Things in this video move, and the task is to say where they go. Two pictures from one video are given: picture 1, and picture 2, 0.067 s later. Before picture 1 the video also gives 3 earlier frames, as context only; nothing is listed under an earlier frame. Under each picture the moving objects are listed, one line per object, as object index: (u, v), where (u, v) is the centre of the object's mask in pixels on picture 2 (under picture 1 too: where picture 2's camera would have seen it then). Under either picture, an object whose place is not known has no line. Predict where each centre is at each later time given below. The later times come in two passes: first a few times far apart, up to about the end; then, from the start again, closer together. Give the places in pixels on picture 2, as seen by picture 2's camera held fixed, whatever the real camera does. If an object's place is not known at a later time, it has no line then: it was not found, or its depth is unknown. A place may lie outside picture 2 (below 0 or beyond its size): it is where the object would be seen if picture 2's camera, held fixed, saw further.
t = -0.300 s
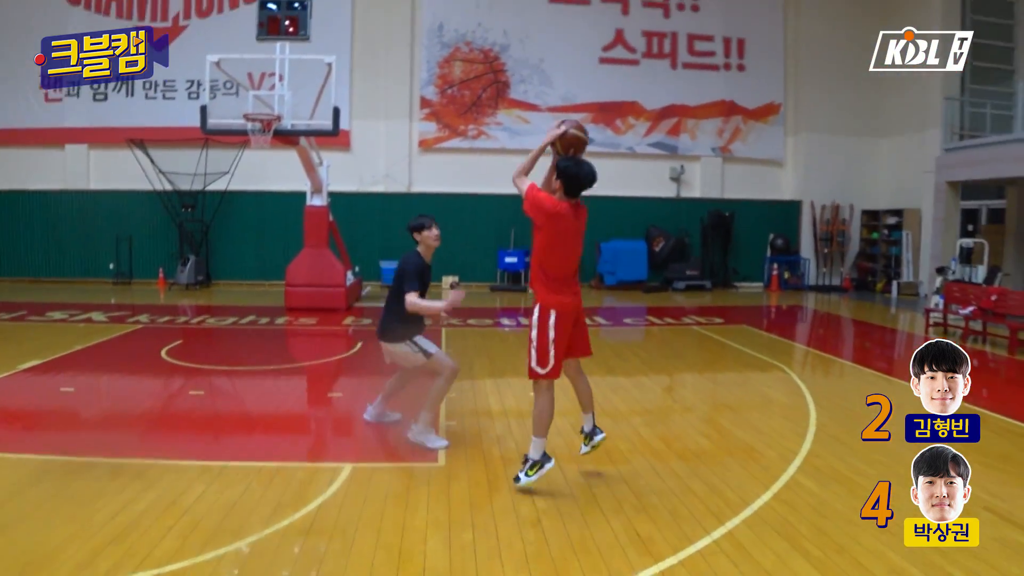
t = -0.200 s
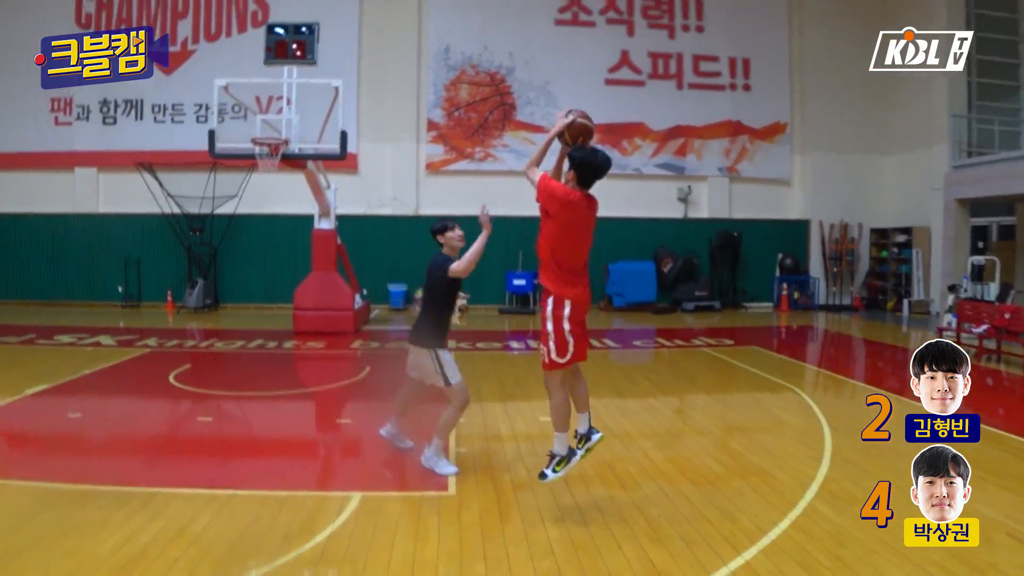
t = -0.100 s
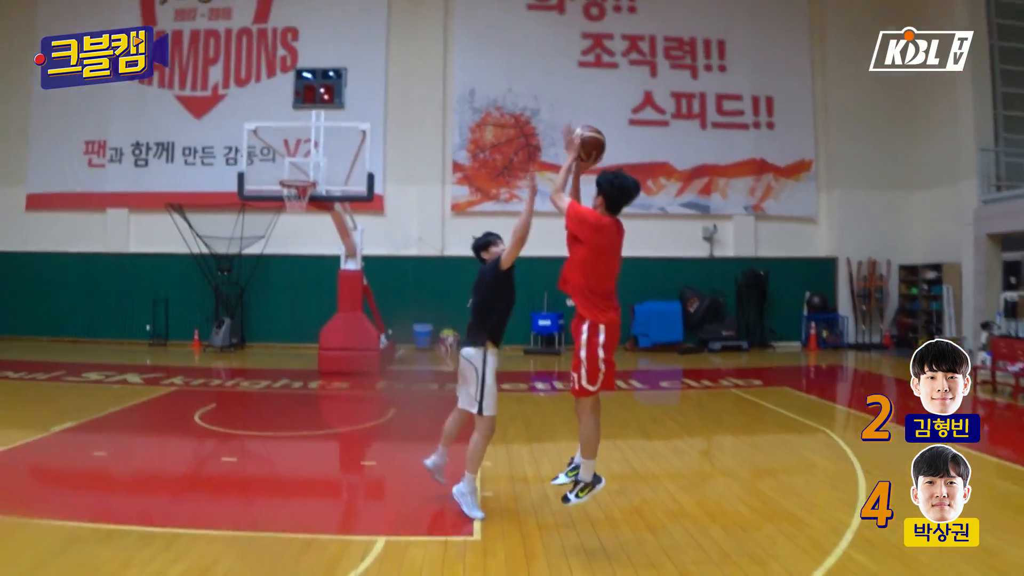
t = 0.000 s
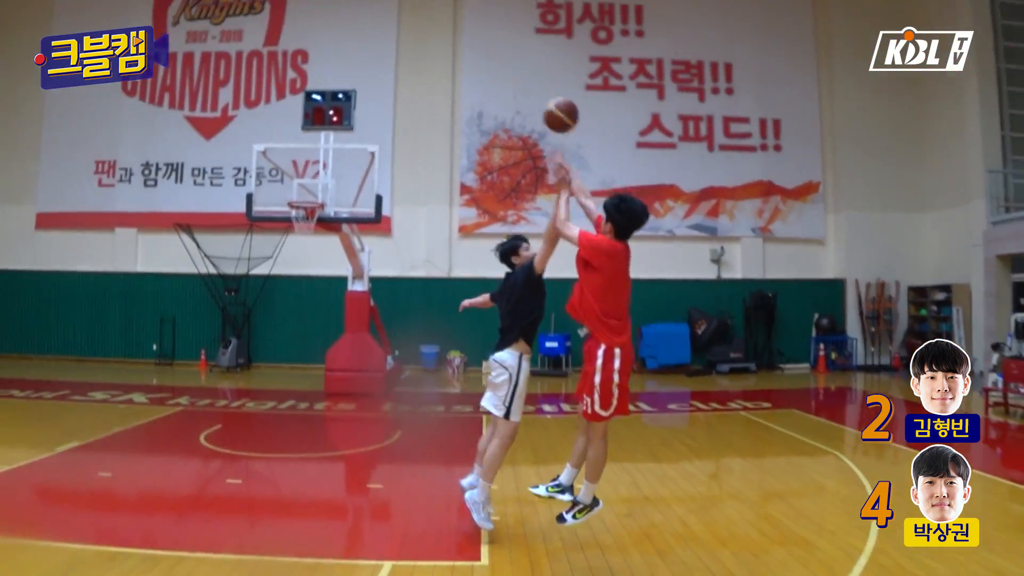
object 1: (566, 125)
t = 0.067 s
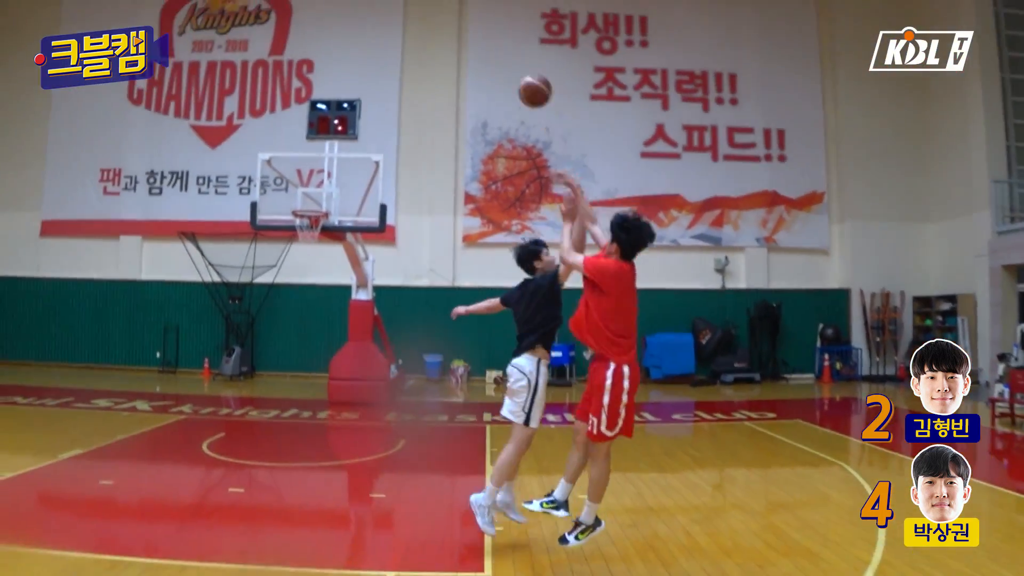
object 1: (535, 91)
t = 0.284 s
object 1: (459, 37)
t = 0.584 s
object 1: (389, 57)
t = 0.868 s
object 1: (342, 132)
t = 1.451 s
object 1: (298, 342)
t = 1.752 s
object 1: (288, 397)
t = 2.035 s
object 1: (281, 316)
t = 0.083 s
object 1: (528, 84)
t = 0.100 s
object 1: (521, 78)
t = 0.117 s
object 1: (515, 72)
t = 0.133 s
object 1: (508, 67)
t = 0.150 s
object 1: (502, 61)
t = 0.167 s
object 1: (497, 57)
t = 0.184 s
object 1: (491, 53)
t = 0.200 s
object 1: (485, 50)
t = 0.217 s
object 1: (480, 46)
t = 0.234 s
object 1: (474, 44)
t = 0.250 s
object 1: (469, 41)
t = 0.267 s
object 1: (464, 39)
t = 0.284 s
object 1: (459, 37)
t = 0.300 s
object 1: (455, 36)
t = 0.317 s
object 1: (450, 35)
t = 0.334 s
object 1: (445, 35)
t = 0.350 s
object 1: (441, 34)
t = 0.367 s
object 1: (437, 34)
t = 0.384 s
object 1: (433, 34)
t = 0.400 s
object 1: (429, 35)
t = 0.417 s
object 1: (424, 36)
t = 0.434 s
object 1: (421, 37)
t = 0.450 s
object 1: (417, 38)
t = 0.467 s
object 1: (413, 40)
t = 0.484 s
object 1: (410, 42)
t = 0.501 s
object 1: (406, 44)
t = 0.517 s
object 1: (402, 46)
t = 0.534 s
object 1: (399, 49)
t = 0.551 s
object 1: (396, 51)
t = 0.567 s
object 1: (392, 54)
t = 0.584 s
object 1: (389, 57)
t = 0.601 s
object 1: (386, 61)
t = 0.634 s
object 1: (380, 68)
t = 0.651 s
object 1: (377, 71)
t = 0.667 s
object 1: (375, 76)
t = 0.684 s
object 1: (372, 80)
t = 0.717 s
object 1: (367, 88)
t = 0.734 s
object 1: (364, 93)
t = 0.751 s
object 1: (361, 97)
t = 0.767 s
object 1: (359, 102)
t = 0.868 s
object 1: (342, 132)
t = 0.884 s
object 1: (340, 138)
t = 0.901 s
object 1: (337, 144)
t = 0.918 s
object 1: (335, 150)
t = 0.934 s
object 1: (333, 157)
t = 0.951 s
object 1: (331, 162)
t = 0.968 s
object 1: (329, 170)
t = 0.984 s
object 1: (327, 176)
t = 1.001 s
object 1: (325, 182)
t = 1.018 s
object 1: (322, 188)
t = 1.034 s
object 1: (320, 195)
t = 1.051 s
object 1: (318, 202)
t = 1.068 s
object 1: (316, 208)
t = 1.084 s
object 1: (317, 218)
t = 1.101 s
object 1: (315, 220)
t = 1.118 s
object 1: (312, 223)
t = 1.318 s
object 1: (304, 286)
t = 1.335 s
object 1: (301, 292)
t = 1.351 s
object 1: (302, 299)
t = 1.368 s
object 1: (301, 305)
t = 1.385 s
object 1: (299, 312)
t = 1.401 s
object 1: (299, 319)
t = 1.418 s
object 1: (298, 326)
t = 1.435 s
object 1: (299, 334)
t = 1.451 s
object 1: (298, 342)
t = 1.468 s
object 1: (297, 350)
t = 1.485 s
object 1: (296, 358)
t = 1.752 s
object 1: (288, 397)
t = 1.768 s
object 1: (288, 391)
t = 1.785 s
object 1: (288, 386)
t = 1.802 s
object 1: (288, 379)
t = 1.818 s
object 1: (288, 374)
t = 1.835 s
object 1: (289, 368)
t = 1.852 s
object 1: (289, 364)
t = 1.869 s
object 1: (288, 359)
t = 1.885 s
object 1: (288, 354)
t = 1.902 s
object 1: (288, 349)
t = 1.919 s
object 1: (288, 344)
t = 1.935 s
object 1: (288, 340)
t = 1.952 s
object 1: (288, 336)
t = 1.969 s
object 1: (287, 332)
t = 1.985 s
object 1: (286, 328)
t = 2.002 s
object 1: (286, 324)
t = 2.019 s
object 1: (284, 320)
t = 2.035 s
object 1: (281, 316)
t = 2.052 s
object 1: (276, 313)
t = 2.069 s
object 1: (275, 311)
